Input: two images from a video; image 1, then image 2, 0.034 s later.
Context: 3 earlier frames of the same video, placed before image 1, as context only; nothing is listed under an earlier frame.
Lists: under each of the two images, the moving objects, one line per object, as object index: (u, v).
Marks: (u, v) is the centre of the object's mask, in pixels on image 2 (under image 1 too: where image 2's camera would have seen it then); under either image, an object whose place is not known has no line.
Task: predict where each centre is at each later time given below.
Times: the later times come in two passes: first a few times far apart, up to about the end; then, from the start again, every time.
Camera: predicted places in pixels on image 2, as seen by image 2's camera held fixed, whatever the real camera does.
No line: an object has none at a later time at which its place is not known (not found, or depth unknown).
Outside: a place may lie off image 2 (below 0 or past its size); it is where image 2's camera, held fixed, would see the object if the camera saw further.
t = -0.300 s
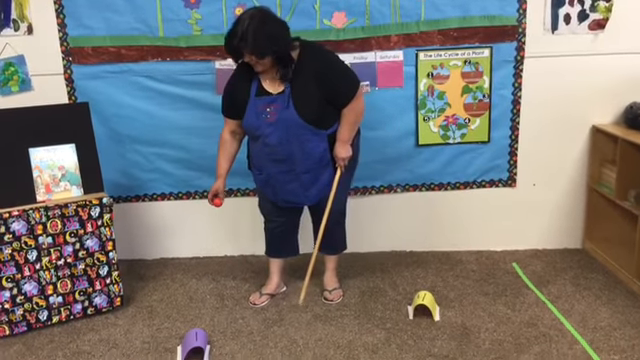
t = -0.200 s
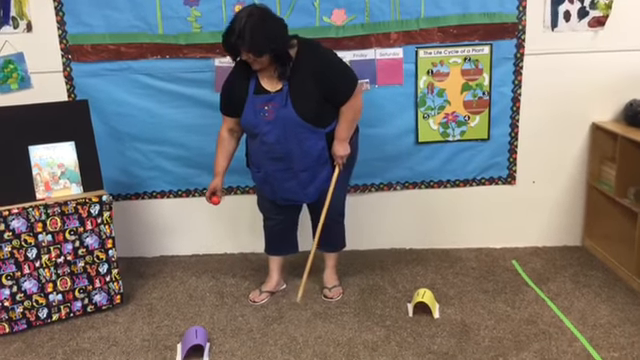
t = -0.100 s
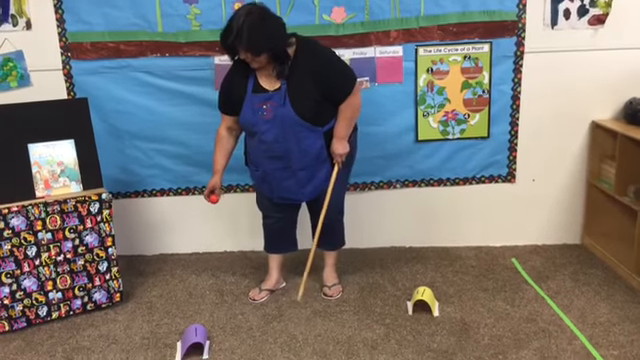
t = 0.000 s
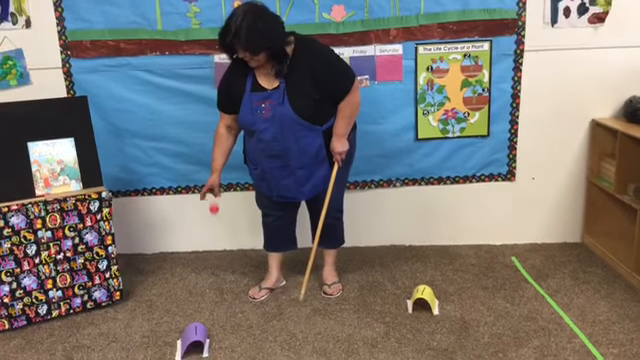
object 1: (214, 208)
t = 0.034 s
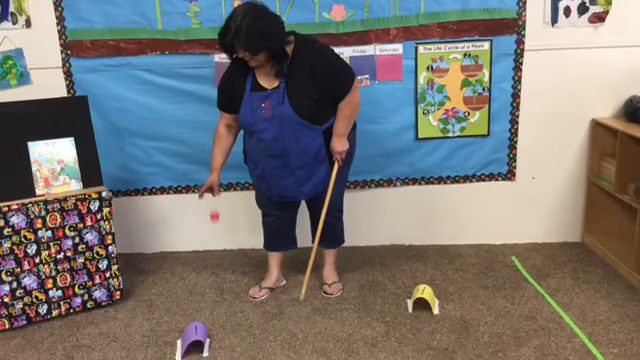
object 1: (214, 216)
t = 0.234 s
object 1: (220, 290)
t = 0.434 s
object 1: (214, 266)
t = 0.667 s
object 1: (211, 289)
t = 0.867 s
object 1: (209, 298)
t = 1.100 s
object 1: (206, 303)
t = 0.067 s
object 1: (215, 226)
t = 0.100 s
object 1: (216, 238)
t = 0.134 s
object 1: (217, 254)
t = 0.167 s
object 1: (219, 267)
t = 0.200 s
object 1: (220, 284)
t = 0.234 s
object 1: (220, 290)
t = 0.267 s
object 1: (218, 283)
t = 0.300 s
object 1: (217, 275)
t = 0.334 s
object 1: (216, 270)
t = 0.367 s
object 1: (215, 267)
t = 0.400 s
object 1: (214, 266)
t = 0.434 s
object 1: (214, 266)
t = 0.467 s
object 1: (213, 268)
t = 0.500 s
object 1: (213, 273)
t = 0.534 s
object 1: (212, 280)
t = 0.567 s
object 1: (213, 288)
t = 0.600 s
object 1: (213, 296)
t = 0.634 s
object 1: (212, 293)
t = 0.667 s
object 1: (211, 289)
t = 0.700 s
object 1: (210, 288)
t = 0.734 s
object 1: (210, 288)
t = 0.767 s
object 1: (210, 289)
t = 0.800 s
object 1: (209, 292)
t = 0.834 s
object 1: (209, 299)
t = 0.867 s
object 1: (209, 298)
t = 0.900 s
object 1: (208, 297)
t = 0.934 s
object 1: (208, 297)
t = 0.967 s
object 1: (207, 300)
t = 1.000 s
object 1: (207, 301)
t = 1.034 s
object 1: (207, 301)
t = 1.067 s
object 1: (207, 302)
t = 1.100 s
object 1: (206, 303)
